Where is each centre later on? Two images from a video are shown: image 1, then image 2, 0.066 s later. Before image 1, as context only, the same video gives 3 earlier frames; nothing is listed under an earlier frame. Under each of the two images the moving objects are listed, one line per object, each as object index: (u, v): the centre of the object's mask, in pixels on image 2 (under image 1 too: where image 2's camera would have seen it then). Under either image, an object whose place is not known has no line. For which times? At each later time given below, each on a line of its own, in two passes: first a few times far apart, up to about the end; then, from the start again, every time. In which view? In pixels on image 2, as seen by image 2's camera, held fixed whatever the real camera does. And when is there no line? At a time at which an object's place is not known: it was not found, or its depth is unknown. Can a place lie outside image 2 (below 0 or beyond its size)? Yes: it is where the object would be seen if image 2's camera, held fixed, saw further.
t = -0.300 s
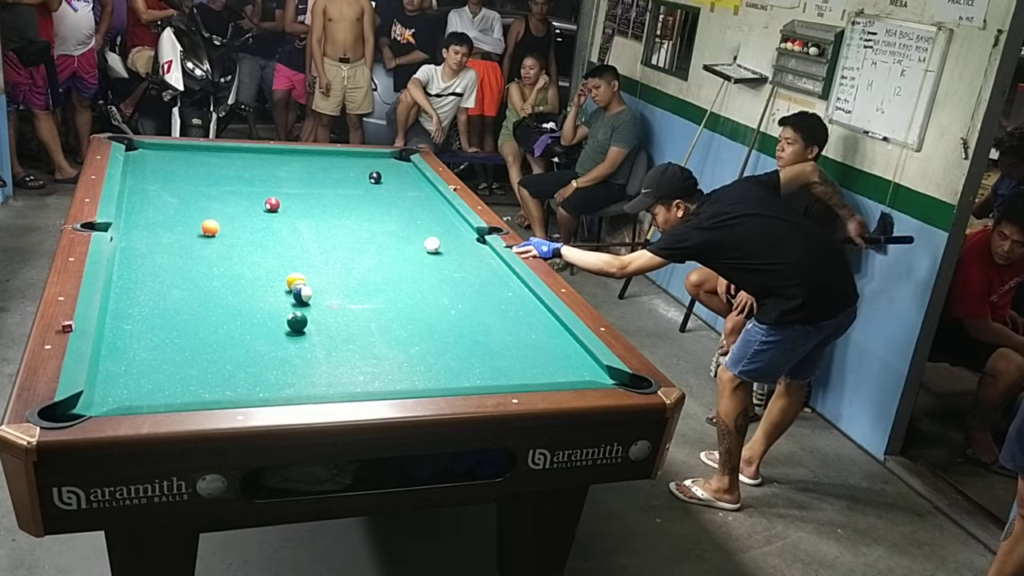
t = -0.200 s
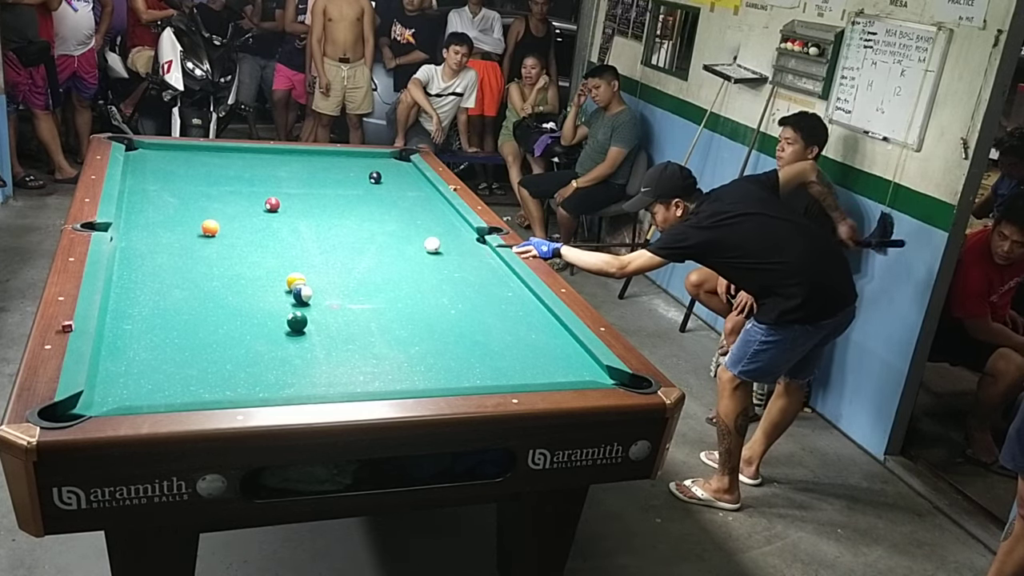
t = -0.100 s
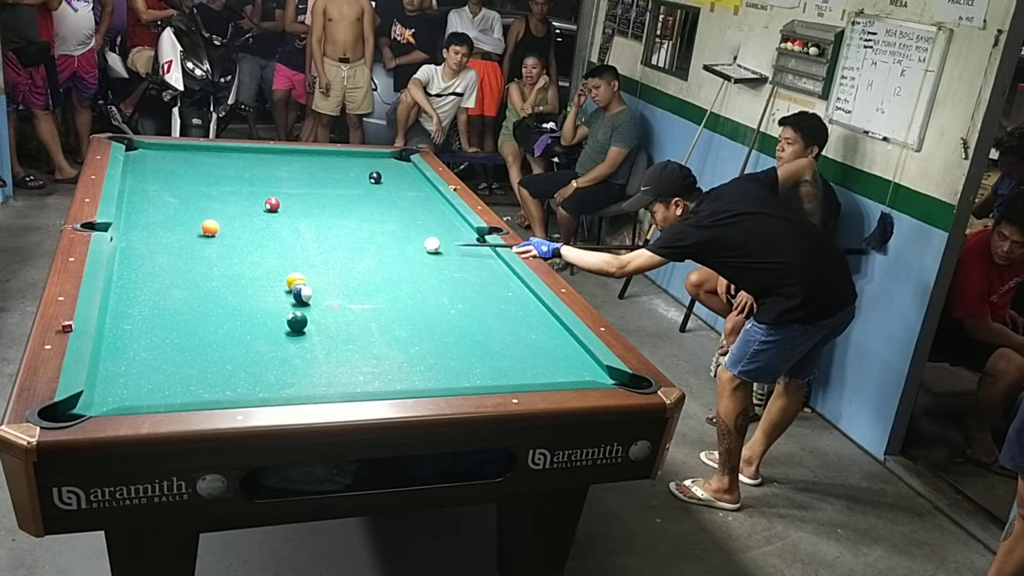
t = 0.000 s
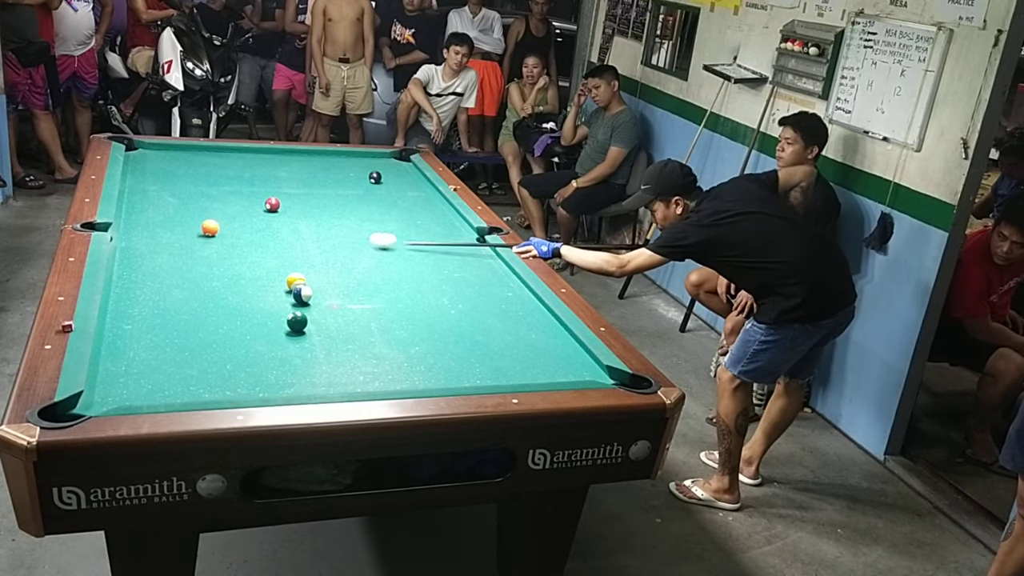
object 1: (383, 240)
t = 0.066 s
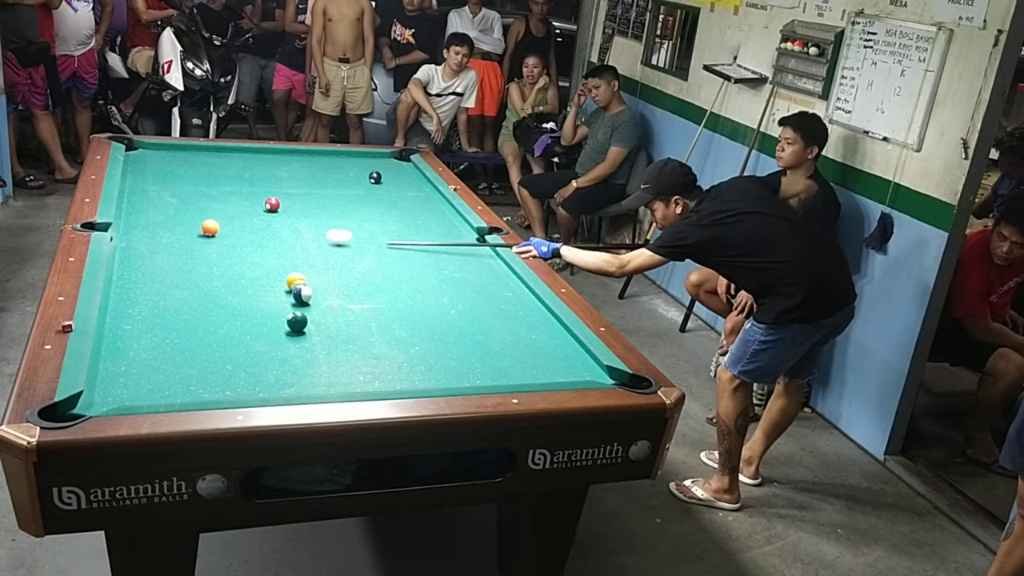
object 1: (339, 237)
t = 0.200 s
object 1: (258, 230)
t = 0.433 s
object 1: (206, 215)
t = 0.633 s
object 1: (173, 204)
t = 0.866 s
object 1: (136, 190)
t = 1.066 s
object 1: (140, 180)
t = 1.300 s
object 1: (162, 170)
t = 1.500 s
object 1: (179, 162)
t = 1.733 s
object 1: (196, 154)
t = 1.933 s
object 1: (211, 149)
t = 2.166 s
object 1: (233, 155)
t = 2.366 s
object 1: (252, 160)
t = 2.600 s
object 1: (274, 165)
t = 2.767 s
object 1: (295, 171)
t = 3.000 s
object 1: (316, 177)
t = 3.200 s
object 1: (334, 182)
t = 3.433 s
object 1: (354, 187)
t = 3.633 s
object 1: (371, 192)
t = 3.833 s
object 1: (388, 197)
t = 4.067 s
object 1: (407, 202)
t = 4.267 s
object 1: (423, 207)
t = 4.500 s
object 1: (441, 212)
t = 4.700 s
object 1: (456, 216)
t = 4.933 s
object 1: (452, 219)
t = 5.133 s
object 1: (449, 220)
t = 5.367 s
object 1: (444, 223)
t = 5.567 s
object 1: (442, 224)
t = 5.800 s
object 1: (439, 226)
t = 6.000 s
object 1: (436, 227)
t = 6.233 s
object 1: (434, 228)
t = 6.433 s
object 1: (432, 229)
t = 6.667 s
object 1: (431, 230)
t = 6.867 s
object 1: (431, 230)
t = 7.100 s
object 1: (430, 231)
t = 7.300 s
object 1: (430, 231)
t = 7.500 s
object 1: (430, 231)
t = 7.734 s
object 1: (430, 231)
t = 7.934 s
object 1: (430, 231)
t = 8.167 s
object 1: (430, 231)
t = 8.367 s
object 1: (430, 231)
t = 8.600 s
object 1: (430, 231)
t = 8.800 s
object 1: (430, 231)
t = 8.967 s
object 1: (430, 231)
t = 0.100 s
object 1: (318, 235)
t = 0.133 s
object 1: (298, 233)
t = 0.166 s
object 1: (278, 232)
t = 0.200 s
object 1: (258, 230)
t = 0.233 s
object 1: (238, 228)
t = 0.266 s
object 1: (226, 226)
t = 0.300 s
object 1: (223, 224)
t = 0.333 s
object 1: (220, 222)
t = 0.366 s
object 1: (216, 220)
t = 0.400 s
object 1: (211, 218)
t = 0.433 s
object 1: (206, 215)
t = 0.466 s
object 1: (200, 213)
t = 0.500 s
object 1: (194, 211)
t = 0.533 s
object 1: (189, 209)
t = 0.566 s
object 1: (183, 207)
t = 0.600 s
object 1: (178, 205)
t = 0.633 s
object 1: (173, 204)
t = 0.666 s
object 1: (167, 202)
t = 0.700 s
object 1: (162, 200)
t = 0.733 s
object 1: (157, 198)
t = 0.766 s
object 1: (152, 196)
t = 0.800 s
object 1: (146, 194)
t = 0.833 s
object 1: (141, 192)
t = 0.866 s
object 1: (136, 190)
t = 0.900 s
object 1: (131, 189)
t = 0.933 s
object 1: (127, 187)
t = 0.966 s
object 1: (130, 185)
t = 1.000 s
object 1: (133, 183)
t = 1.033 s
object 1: (136, 182)
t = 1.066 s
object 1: (140, 180)
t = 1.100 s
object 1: (143, 179)
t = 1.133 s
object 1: (146, 177)
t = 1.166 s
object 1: (150, 176)
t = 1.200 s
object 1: (153, 174)
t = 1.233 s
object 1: (156, 173)
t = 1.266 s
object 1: (159, 171)
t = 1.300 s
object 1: (162, 170)
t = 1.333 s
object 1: (165, 169)
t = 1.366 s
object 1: (167, 167)
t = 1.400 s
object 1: (170, 166)
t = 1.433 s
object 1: (173, 165)
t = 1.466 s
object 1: (176, 163)
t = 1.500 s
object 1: (179, 162)
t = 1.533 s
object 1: (181, 161)
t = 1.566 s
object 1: (184, 160)
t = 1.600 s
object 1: (187, 158)
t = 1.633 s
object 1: (189, 157)
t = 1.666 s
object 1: (192, 156)
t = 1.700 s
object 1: (194, 155)
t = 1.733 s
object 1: (196, 154)
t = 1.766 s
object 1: (199, 153)
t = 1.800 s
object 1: (201, 152)
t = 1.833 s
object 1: (204, 150)
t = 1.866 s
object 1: (206, 149)
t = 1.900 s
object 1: (208, 148)
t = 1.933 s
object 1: (211, 149)
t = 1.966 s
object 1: (214, 149)
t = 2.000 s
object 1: (218, 150)
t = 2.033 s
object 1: (221, 151)
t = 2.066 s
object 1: (224, 152)
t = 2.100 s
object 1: (227, 153)
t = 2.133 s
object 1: (230, 154)
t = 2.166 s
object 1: (233, 155)
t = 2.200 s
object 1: (237, 155)
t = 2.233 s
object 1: (239, 156)
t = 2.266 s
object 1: (243, 157)
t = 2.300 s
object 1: (246, 158)
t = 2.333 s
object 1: (249, 159)
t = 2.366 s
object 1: (252, 160)
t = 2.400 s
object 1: (255, 160)
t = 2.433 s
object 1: (258, 161)
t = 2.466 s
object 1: (261, 162)
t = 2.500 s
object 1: (264, 163)
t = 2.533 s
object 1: (268, 164)
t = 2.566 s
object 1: (271, 164)
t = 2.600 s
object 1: (274, 165)
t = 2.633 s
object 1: (280, 167)
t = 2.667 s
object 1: (286, 169)
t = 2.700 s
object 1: (289, 170)
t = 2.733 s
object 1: (292, 170)
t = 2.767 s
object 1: (295, 171)
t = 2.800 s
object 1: (298, 172)
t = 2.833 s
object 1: (301, 173)
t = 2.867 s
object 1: (304, 174)
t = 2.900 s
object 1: (307, 174)
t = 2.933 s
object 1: (310, 175)
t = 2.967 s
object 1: (313, 176)
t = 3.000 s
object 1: (316, 177)
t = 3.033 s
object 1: (319, 178)
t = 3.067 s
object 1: (322, 179)
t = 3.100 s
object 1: (325, 179)
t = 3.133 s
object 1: (328, 180)
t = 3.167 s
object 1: (331, 181)
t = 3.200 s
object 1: (334, 182)
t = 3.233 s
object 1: (337, 182)
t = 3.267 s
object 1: (340, 184)
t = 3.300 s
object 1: (343, 184)
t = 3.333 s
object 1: (345, 185)
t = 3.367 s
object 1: (348, 186)
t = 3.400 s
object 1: (351, 187)
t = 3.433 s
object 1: (354, 187)
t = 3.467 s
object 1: (357, 188)
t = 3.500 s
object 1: (360, 189)
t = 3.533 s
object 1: (363, 190)
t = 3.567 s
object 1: (366, 191)
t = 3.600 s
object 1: (368, 191)
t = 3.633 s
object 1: (371, 192)
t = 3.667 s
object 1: (374, 193)
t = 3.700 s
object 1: (377, 194)
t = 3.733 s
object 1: (380, 194)
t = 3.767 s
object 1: (382, 195)
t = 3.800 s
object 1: (385, 196)
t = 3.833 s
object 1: (388, 197)
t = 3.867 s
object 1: (391, 198)
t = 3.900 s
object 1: (394, 198)
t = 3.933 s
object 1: (396, 199)
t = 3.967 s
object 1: (399, 200)
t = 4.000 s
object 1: (402, 201)
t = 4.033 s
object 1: (404, 201)
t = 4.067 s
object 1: (407, 202)
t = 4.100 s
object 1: (410, 203)
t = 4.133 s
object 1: (412, 204)
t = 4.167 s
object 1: (415, 204)
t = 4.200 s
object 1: (418, 205)
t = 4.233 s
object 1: (420, 206)
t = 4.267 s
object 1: (423, 207)
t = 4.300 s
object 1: (425, 207)
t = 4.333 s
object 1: (428, 208)
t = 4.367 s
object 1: (431, 209)
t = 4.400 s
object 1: (433, 210)
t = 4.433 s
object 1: (436, 210)
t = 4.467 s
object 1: (439, 211)
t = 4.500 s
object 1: (441, 212)
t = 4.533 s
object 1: (443, 212)
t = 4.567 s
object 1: (446, 213)
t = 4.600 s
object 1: (448, 214)
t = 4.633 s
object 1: (451, 215)
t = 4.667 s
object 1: (453, 215)
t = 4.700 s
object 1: (456, 216)
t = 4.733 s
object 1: (456, 216)
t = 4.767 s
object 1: (455, 217)
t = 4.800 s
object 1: (454, 217)
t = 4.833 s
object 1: (454, 217)
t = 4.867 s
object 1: (453, 218)
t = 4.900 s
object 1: (453, 218)
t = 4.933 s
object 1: (452, 219)
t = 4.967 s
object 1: (452, 219)
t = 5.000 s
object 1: (451, 219)
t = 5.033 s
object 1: (450, 219)
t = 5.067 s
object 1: (450, 220)
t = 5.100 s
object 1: (449, 220)
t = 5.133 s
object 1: (449, 220)
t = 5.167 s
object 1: (448, 221)
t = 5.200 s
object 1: (447, 221)
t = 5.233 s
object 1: (447, 221)
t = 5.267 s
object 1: (446, 222)
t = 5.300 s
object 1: (446, 222)
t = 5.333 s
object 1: (445, 222)
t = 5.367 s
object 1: (444, 223)
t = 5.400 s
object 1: (444, 223)
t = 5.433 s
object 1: (444, 223)
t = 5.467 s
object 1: (443, 223)
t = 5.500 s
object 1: (443, 224)
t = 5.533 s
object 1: (442, 224)
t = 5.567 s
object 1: (442, 224)
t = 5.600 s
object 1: (441, 225)
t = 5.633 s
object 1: (440, 225)
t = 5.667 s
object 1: (440, 225)
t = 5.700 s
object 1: (439, 225)
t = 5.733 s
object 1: (439, 225)
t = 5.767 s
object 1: (439, 226)
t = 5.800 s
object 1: (439, 226)
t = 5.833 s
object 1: (438, 226)
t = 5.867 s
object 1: (437, 226)
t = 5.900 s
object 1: (437, 227)
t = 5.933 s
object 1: (437, 227)
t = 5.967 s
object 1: (436, 227)
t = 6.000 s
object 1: (436, 227)
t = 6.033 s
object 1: (436, 227)
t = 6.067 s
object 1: (435, 228)
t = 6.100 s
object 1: (435, 228)
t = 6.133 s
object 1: (435, 228)
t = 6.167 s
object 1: (434, 228)
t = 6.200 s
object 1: (434, 228)
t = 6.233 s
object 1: (434, 228)
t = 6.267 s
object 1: (434, 229)
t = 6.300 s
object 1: (433, 229)
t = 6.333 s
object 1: (433, 229)
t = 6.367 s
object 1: (433, 229)
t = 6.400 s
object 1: (433, 229)
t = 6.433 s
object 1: (432, 229)
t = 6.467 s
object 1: (432, 229)
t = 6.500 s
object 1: (432, 229)
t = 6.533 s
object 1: (431, 229)
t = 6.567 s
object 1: (431, 230)
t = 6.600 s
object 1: (431, 230)
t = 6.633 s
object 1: (431, 230)
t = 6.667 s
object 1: (431, 230)
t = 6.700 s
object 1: (431, 230)
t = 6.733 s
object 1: (431, 230)
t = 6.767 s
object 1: (431, 230)
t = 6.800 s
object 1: (431, 230)
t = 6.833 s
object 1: (430, 230)
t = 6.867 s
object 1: (431, 230)
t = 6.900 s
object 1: (430, 230)
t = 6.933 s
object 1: (430, 230)
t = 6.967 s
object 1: (430, 230)
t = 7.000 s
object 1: (430, 230)
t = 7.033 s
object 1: (430, 231)
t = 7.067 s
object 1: (430, 231)
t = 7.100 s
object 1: (430, 231)
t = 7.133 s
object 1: (430, 231)
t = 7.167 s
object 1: (430, 231)
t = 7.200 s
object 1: (430, 231)
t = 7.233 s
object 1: (430, 231)
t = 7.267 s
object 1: (430, 231)
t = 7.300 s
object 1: (430, 231)
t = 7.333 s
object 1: (430, 231)
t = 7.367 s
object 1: (430, 231)
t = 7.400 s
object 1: (430, 231)
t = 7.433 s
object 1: (430, 231)
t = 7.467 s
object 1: (430, 231)
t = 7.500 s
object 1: (430, 231)
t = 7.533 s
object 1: (430, 231)
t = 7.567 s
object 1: (430, 231)
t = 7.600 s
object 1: (430, 230)
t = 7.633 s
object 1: (430, 231)
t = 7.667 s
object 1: (430, 231)
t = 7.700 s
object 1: (430, 231)
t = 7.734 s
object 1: (430, 231)
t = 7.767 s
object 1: (430, 230)
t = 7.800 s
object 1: (430, 231)
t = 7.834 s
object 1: (430, 231)
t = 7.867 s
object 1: (430, 231)
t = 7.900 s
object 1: (430, 231)
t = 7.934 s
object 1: (430, 231)
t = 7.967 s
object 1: (430, 231)
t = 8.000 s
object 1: (430, 231)
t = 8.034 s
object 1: (430, 231)
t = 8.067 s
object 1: (430, 231)
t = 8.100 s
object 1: (430, 231)
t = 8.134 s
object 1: (430, 230)
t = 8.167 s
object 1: (430, 231)
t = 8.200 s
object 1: (430, 231)
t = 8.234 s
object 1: (430, 231)
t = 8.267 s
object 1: (430, 231)
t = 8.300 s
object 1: (430, 231)
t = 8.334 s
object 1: (430, 231)
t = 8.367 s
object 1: (430, 231)
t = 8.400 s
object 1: (430, 231)
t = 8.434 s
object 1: (430, 231)
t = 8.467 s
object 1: (430, 231)
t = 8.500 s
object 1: (430, 231)
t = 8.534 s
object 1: (430, 231)
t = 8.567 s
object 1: (430, 231)
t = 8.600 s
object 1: (430, 231)
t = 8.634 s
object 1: (430, 231)
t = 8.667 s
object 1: (430, 231)
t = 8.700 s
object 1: (430, 231)
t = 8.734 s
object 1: (430, 231)
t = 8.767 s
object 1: (430, 231)
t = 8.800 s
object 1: (430, 231)
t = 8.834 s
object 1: (430, 231)
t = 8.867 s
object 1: (430, 231)
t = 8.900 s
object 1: (430, 231)
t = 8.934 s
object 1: (430, 231)
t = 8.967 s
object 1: (430, 231)
